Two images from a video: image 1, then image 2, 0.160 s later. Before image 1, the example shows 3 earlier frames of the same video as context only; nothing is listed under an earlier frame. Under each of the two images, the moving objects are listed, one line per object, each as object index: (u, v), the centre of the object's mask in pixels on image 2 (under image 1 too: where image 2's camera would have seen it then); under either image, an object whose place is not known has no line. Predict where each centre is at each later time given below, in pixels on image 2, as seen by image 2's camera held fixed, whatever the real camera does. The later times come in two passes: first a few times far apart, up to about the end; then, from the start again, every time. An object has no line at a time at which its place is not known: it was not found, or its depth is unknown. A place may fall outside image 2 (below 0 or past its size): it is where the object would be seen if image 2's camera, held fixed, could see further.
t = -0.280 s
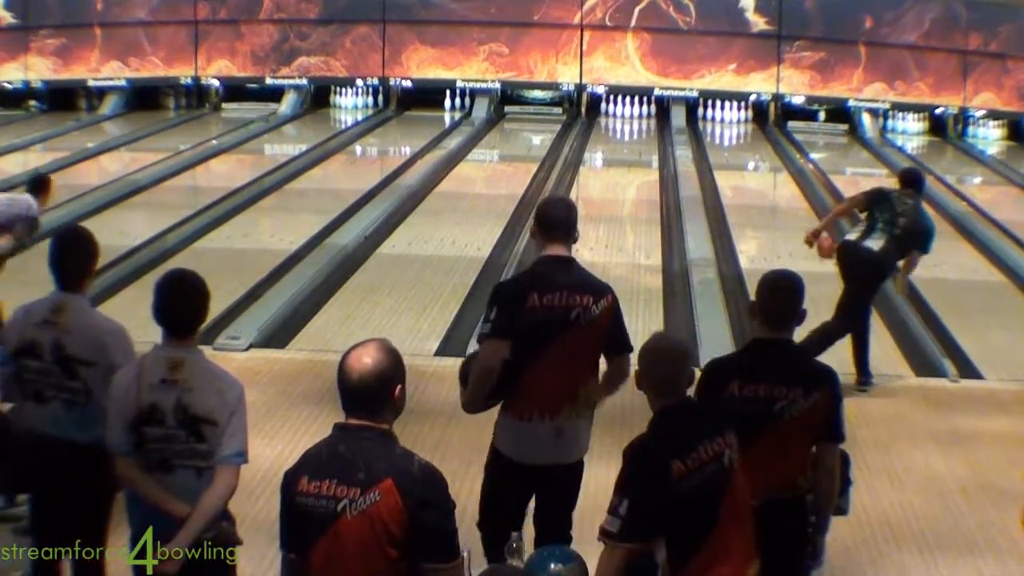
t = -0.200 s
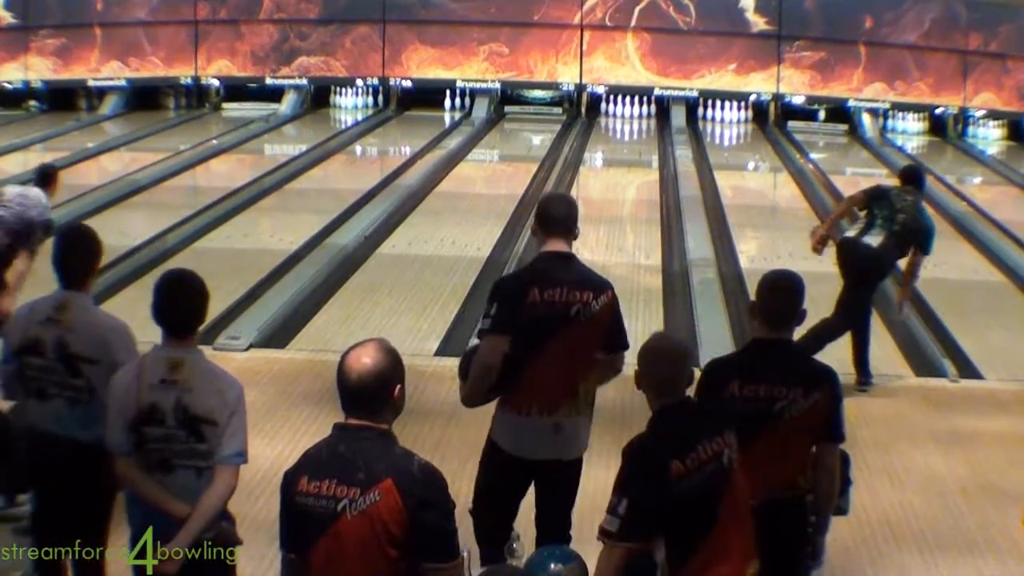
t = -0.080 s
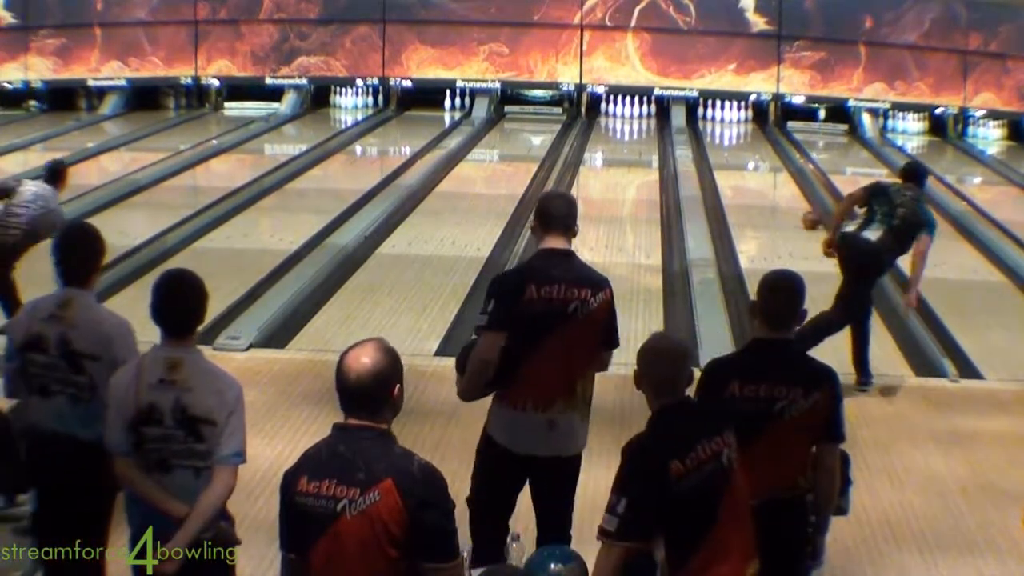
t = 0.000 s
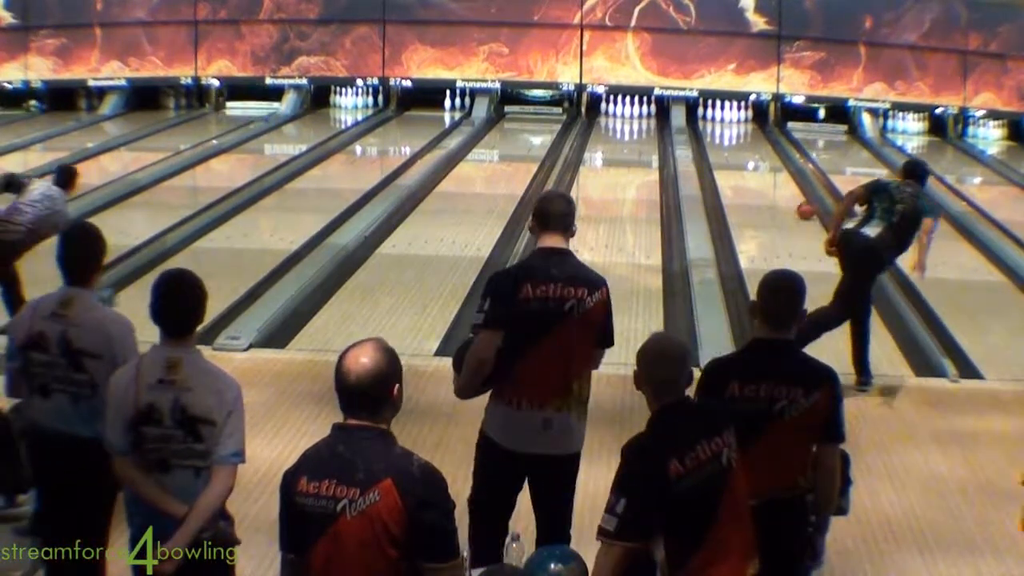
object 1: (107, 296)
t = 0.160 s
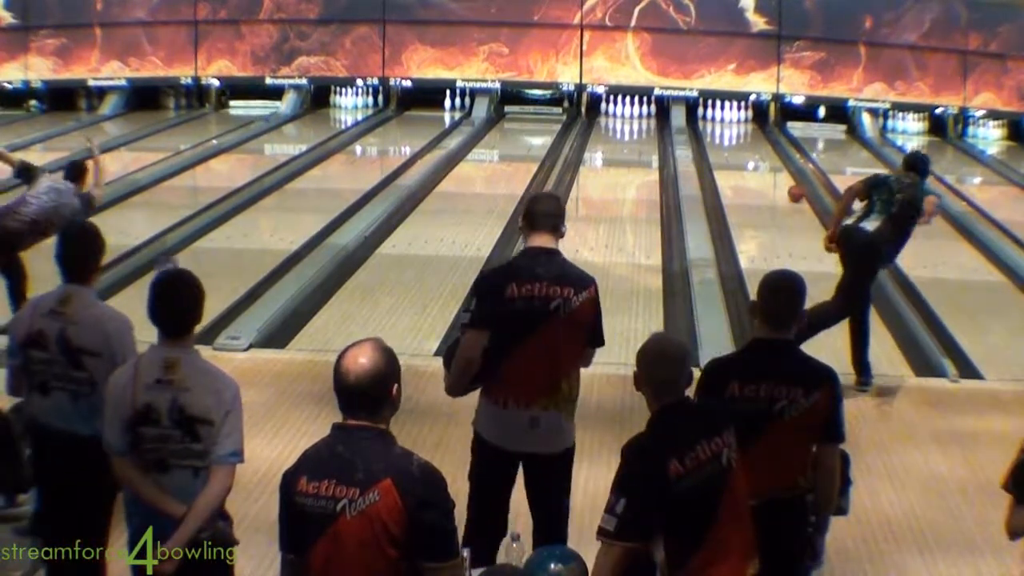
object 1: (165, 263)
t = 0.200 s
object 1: (183, 259)
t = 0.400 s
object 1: (242, 225)
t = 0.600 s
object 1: (291, 196)
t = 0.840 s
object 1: (338, 169)
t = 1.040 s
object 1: (369, 151)
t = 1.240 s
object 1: (394, 136)
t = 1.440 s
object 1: (416, 123)
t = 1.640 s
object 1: (435, 113)
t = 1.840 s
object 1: (449, 102)
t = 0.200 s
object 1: (183, 259)
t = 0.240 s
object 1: (195, 254)
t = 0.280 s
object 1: (210, 245)
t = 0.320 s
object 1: (220, 239)
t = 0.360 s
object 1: (231, 231)
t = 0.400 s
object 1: (242, 225)
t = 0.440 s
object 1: (253, 218)
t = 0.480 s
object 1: (263, 212)
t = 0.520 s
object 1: (273, 206)
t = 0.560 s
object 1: (282, 201)
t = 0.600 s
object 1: (291, 196)
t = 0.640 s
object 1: (299, 191)
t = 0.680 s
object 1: (307, 186)
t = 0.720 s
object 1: (316, 182)
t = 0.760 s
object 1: (323, 177)
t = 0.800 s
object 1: (330, 173)
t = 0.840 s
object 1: (338, 169)
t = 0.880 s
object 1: (344, 165)
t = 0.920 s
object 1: (350, 162)
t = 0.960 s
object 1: (357, 158)
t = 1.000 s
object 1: (363, 154)
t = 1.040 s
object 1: (369, 151)
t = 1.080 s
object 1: (373, 148)
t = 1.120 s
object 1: (380, 145)
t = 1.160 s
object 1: (384, 142)
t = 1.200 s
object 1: (390, 139)
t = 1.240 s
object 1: (394, 136)
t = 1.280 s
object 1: (399, 134)
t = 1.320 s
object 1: (403, 130)
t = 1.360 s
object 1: (408, 128)
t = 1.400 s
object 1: (414, 124)
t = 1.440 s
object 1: (416, 123)
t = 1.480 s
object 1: (419, 122)
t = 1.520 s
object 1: (423, 119)
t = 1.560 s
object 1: (428, 117)
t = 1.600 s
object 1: (430, 116)
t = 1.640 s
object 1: (435, 113)
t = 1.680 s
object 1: (438, 111)
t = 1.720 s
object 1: (440, 109)
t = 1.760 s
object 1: (443, 107)
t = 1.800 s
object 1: (446, 105)
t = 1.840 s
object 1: (449, 102)
